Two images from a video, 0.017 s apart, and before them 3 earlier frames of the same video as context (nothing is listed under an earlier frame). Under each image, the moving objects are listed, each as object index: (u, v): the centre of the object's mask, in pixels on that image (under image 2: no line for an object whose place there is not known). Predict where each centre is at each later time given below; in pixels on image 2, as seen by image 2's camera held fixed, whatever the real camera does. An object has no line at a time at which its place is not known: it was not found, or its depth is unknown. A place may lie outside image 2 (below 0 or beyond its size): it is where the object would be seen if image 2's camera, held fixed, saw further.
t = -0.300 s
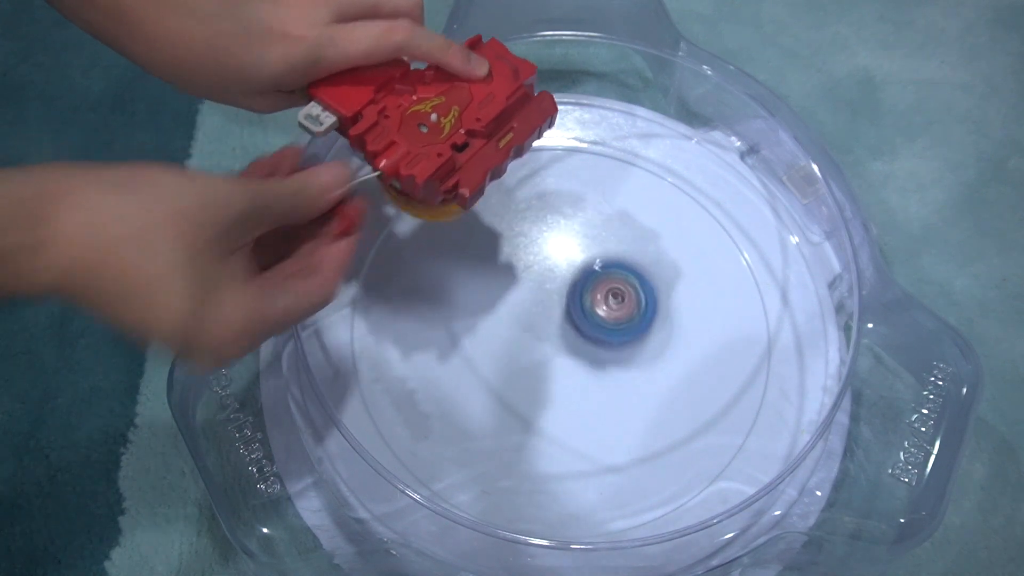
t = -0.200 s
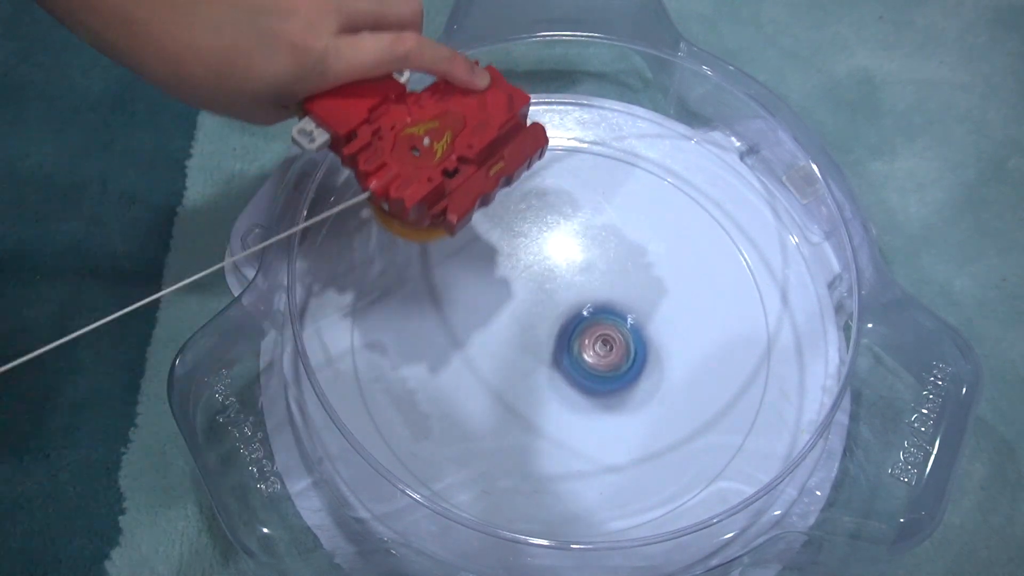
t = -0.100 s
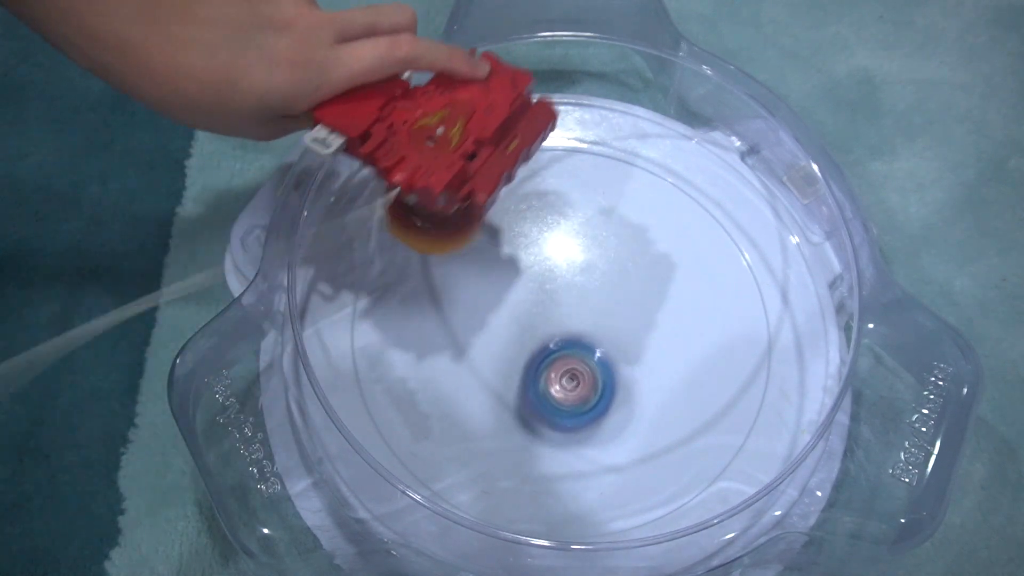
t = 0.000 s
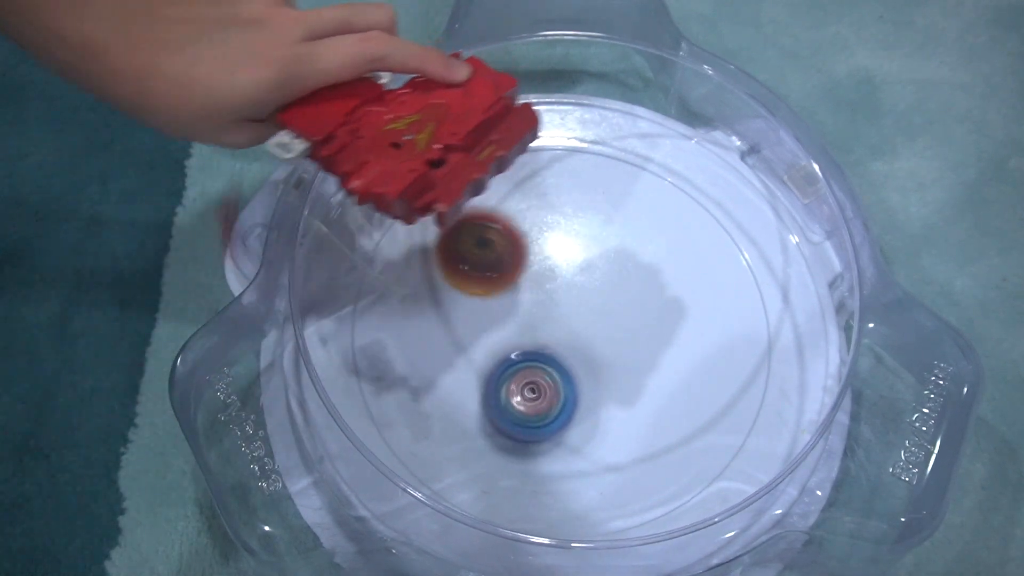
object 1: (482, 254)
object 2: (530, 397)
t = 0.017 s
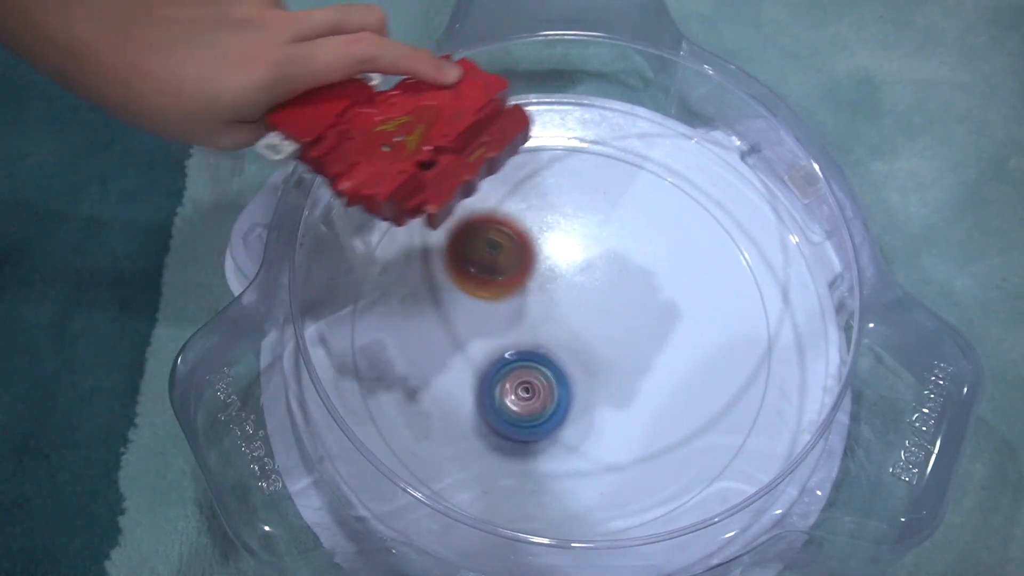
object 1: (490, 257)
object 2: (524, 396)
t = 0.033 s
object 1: (499, 262)
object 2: (518, 396)
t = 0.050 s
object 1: (507, 270)
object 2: (512, 394)
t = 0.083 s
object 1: (524, 290)
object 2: (502, 389)
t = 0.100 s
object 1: (527, 289)
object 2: (497, 387)
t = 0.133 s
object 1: (533, 289)
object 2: (488, 378)
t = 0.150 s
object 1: (535, 293)
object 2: (485, 373)
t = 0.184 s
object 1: (537, 287)
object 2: (477, 366)
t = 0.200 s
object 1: (538, 283)
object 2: (473, 363)
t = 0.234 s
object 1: (534, 268)
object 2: (467, 355)
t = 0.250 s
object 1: (529, 260)
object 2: (465, 351)
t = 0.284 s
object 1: (514, 246)
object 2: (464, 342)
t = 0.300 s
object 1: (504, 240)
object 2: (463, 337)
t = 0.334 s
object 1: (480, 234)
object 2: (465, 328)
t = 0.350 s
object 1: (466, 231)
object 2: (466, 327)
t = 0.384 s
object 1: (439, 226)
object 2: (469, 332)
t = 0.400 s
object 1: (425, 228)
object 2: (470, 334)
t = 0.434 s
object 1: (399, 240)
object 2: (474, 338)
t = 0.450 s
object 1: (387, 251)
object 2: (477, 340)
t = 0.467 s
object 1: (378, 265)
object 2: (479, 341)
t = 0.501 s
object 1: (371, 303)
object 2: (484, 345)
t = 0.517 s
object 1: (374, 324)
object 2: (486, 347)
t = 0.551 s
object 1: (395, 368)
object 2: (493, 351)
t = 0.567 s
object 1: (403, 387)
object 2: (507, 350)
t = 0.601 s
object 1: (426, 427)
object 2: (540, 346)
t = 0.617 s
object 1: (444, 442)
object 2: (556, 345)
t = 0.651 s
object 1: (490, 468)
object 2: (587, 341)
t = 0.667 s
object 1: (517, 475)
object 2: (602, 339)
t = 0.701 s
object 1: (572, 478)
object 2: (632, 338)
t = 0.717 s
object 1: (599, 475)
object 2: (647, 338)
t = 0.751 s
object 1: (654, 462)
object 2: (673, 338)
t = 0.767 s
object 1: (677, 452)
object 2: (686, 340)
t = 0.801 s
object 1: (714, 440)
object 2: (710, 334)
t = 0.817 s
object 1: (715, 458)
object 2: (738, 297)
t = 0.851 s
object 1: (712, 499)
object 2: (777, 226)
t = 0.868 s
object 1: (705, 516)
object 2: (767, 208)
